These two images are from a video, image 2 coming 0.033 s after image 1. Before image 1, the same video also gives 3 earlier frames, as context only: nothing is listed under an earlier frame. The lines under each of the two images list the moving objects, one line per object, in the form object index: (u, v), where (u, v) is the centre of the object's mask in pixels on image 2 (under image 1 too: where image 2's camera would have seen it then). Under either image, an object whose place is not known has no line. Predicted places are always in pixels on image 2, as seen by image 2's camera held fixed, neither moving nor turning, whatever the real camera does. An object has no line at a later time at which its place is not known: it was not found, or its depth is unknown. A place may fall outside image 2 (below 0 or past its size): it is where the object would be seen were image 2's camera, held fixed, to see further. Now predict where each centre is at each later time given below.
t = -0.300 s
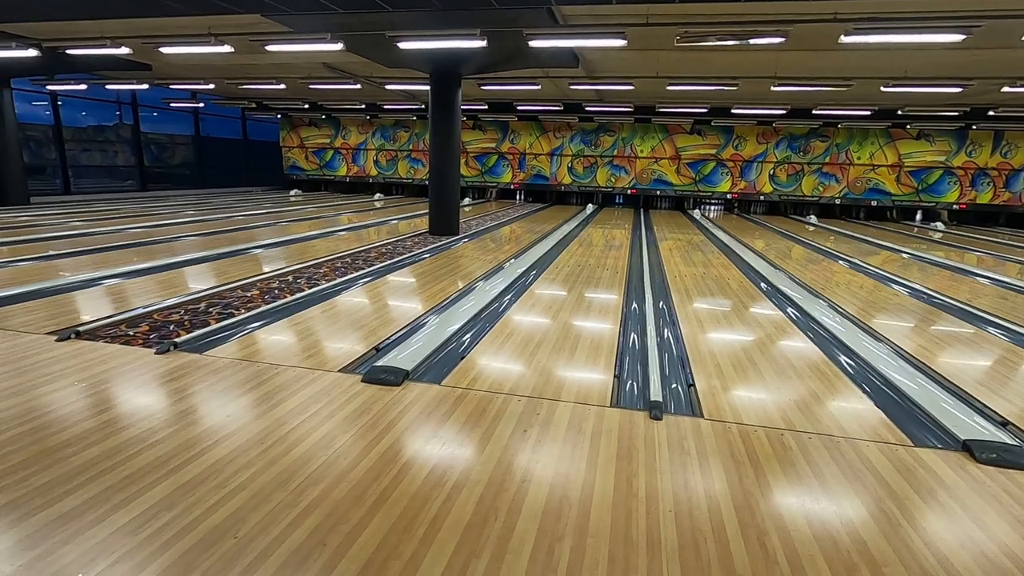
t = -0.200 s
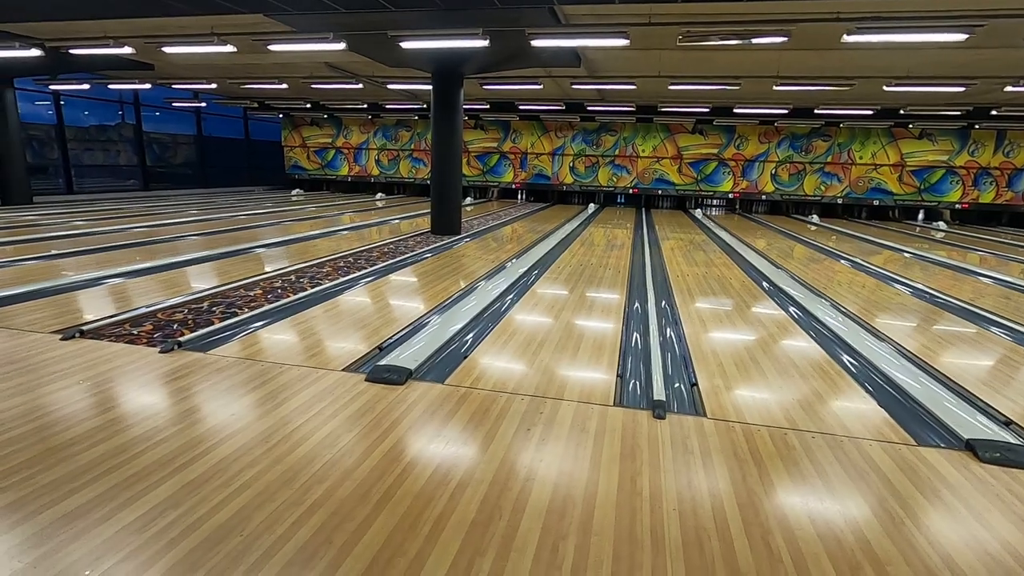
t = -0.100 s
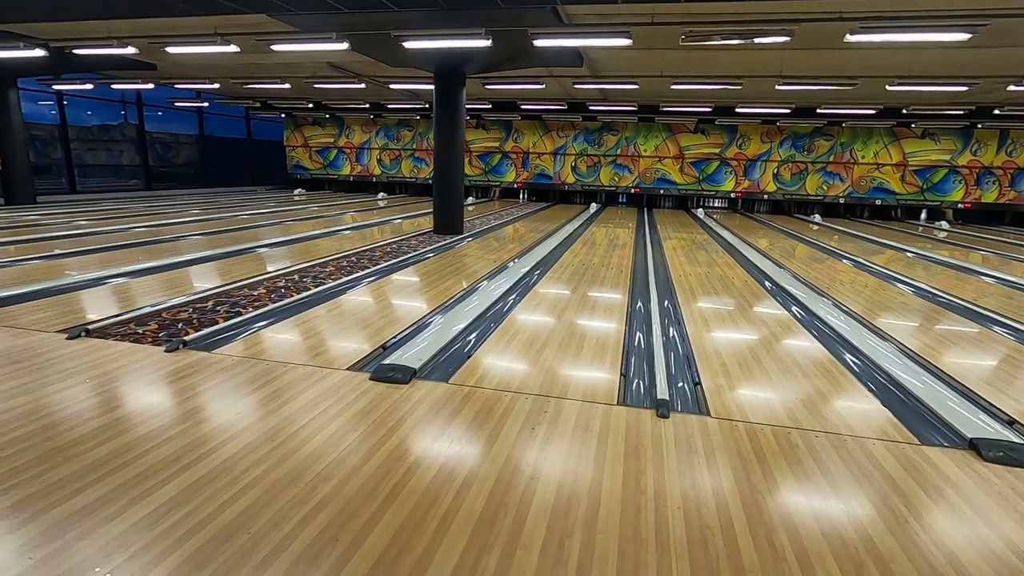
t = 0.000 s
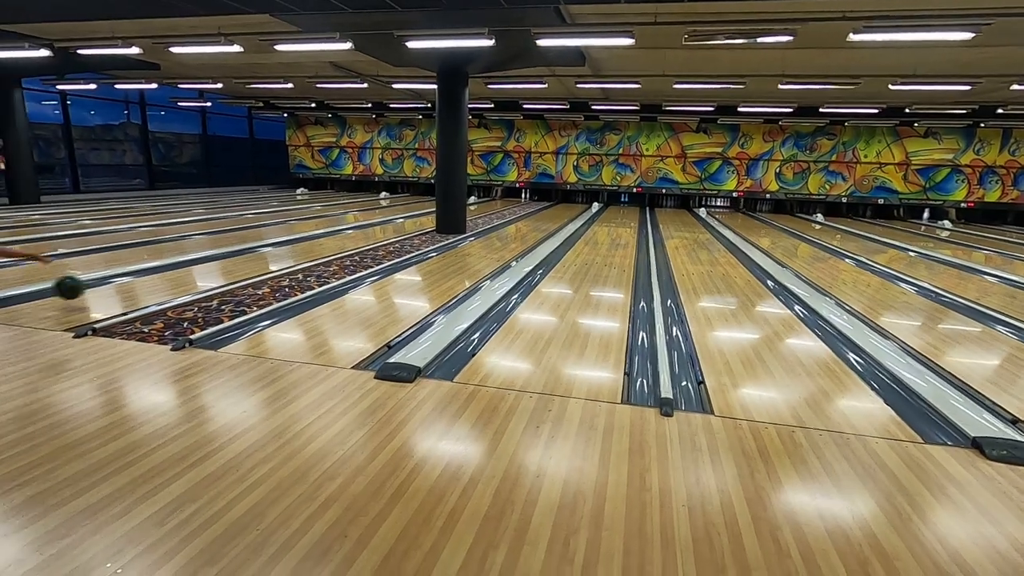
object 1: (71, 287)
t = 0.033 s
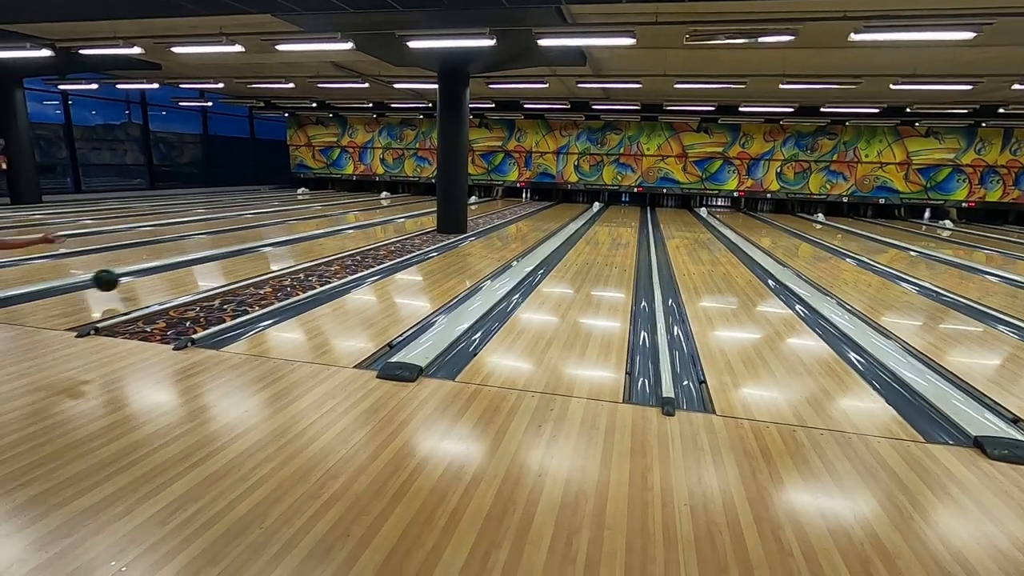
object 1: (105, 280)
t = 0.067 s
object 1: (136, 275)
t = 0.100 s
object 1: (150, 274)
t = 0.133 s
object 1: (177, 272)
